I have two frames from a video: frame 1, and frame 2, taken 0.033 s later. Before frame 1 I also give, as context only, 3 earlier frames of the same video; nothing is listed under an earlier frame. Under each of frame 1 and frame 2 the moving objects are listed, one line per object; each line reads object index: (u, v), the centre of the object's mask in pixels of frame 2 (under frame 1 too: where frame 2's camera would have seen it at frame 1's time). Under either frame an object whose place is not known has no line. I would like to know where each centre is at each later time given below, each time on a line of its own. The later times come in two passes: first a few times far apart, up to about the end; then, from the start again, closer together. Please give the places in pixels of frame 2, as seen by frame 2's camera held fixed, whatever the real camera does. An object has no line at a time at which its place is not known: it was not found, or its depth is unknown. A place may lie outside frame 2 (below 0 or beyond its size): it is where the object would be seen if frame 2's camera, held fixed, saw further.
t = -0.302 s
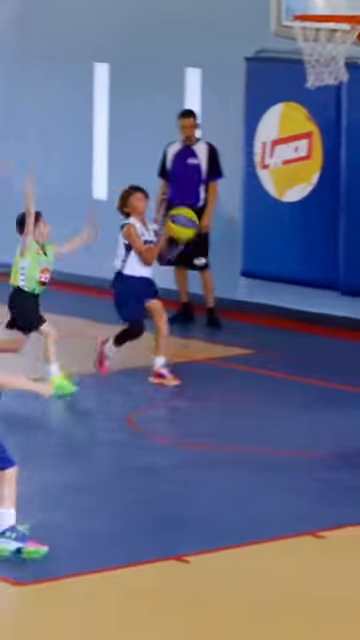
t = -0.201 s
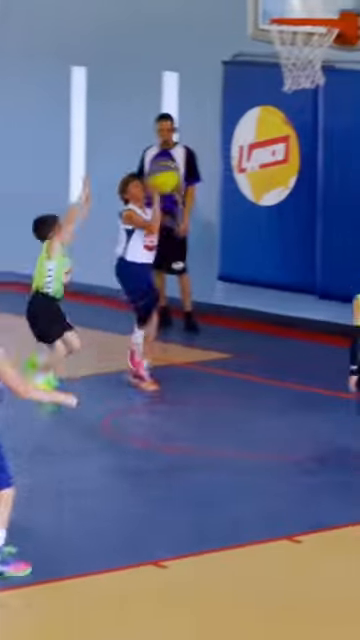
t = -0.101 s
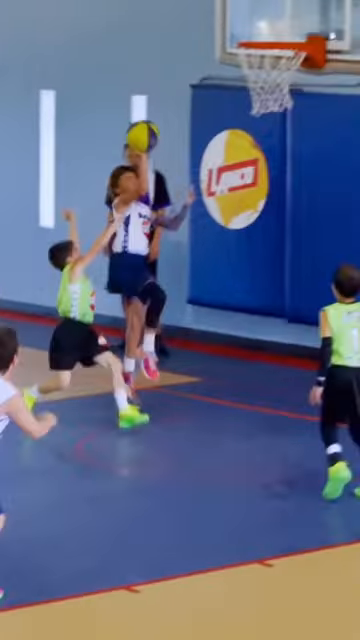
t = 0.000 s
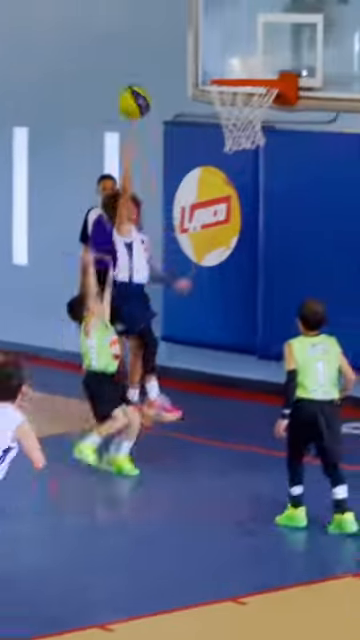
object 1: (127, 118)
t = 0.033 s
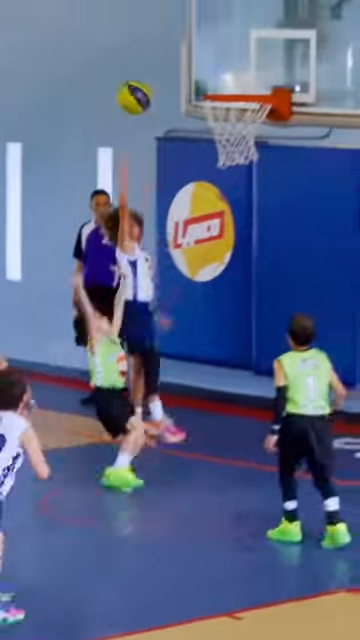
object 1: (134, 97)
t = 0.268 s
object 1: (183, 35)
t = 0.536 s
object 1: (239, 86)
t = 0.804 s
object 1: (236, 146)
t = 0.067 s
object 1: (141, 80)
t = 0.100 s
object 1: (148, 66)
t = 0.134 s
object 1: (155, 54)
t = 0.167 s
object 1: (162, 45)
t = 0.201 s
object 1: (169, 39)
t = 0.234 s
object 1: (175, 35)
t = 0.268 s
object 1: (183, 35)
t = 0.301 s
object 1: (189, 36)
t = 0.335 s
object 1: (197, 42)
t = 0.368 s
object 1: (204, 50)
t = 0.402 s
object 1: (212, 61)
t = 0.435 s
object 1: (220, 76)
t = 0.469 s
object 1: (225, 80)
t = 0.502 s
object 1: (232, 82)
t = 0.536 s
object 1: (239, 86)
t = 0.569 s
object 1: (246, 100)
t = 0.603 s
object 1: (246, 103)
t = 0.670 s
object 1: (244, 114)
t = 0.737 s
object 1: (242, 135)
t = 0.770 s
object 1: (240, 142)
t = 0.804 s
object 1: (236, 146)
